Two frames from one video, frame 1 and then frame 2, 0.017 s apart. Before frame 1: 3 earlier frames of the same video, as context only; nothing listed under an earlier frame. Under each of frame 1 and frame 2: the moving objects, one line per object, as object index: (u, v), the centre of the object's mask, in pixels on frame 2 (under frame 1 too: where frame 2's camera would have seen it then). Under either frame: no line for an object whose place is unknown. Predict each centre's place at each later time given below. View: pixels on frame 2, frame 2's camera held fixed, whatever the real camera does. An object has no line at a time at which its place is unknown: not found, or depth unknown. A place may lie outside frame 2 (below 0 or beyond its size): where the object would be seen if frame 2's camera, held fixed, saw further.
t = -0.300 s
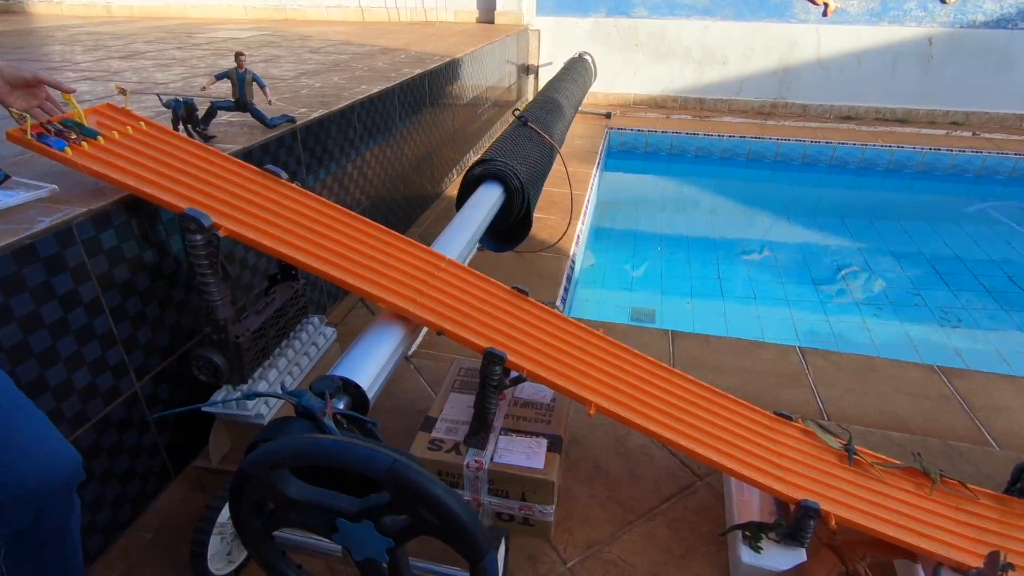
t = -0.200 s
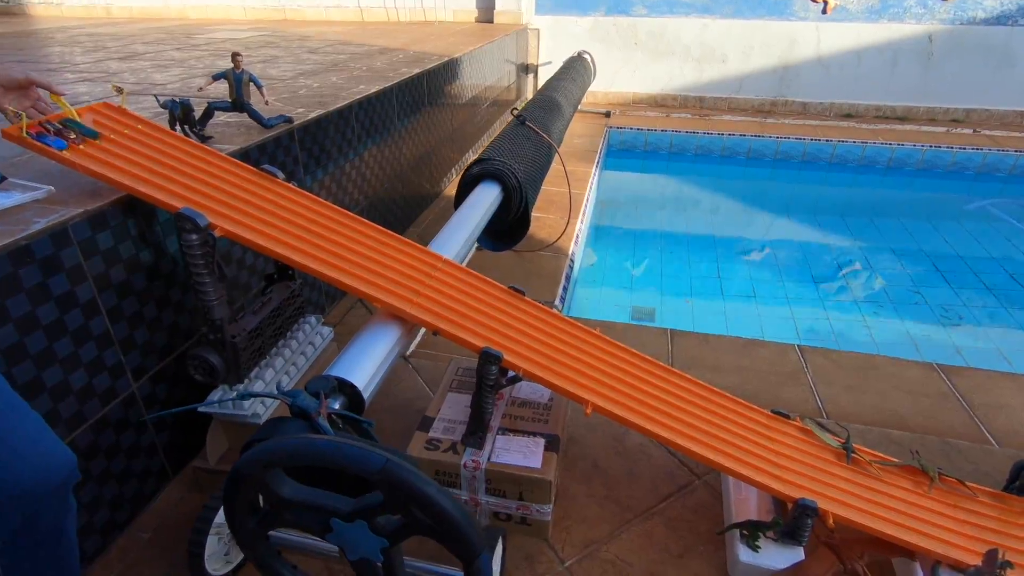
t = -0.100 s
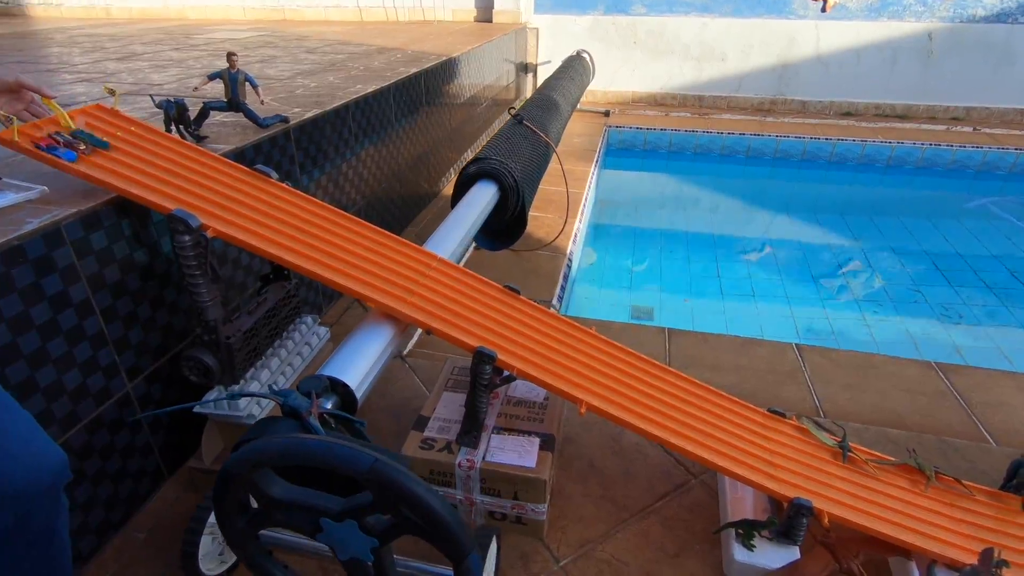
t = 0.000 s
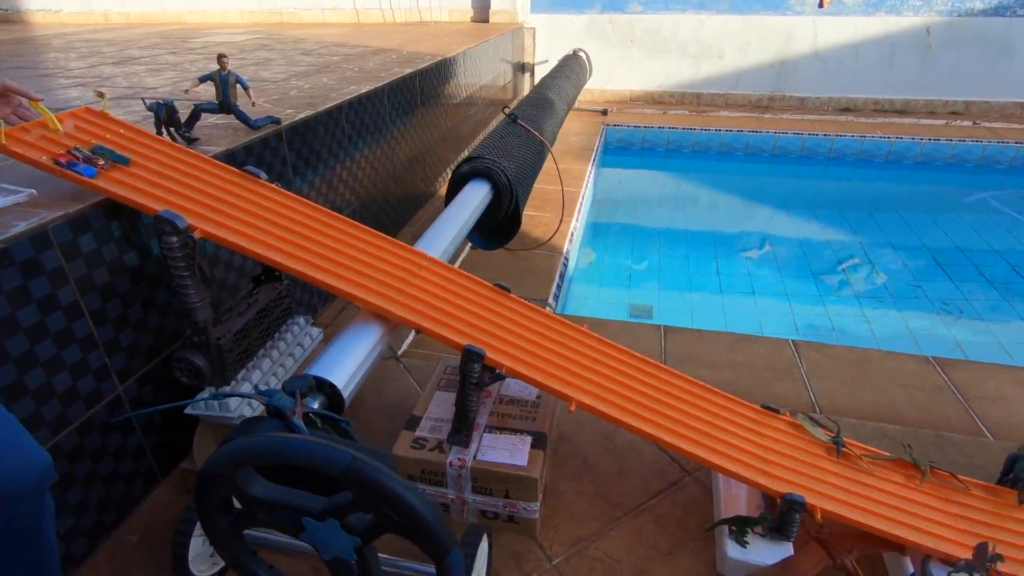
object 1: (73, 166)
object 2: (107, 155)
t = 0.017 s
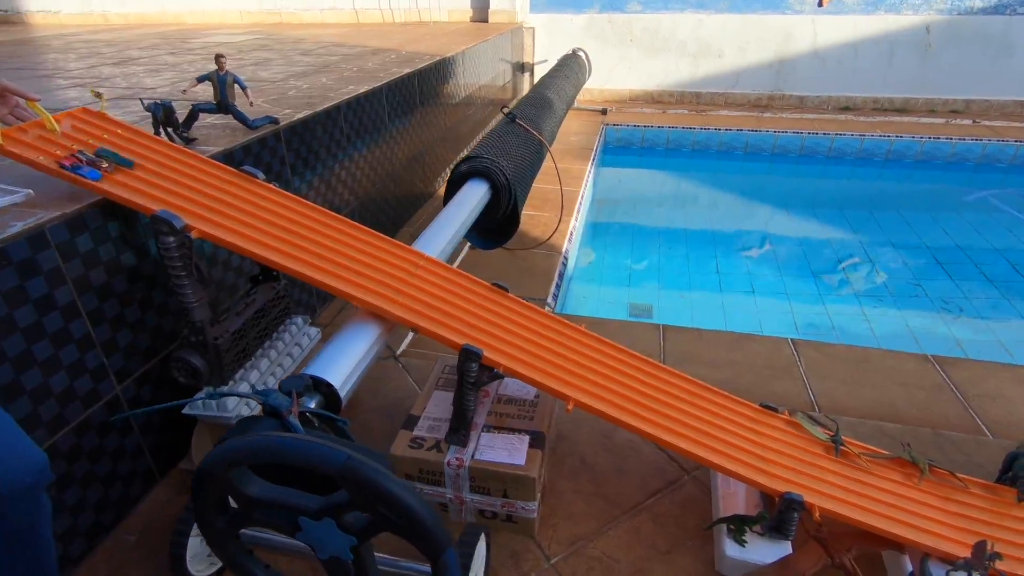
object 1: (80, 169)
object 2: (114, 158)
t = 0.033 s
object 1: (87, 172)
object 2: (122, 161)
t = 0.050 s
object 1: (95, 175)
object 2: (129, 164)
